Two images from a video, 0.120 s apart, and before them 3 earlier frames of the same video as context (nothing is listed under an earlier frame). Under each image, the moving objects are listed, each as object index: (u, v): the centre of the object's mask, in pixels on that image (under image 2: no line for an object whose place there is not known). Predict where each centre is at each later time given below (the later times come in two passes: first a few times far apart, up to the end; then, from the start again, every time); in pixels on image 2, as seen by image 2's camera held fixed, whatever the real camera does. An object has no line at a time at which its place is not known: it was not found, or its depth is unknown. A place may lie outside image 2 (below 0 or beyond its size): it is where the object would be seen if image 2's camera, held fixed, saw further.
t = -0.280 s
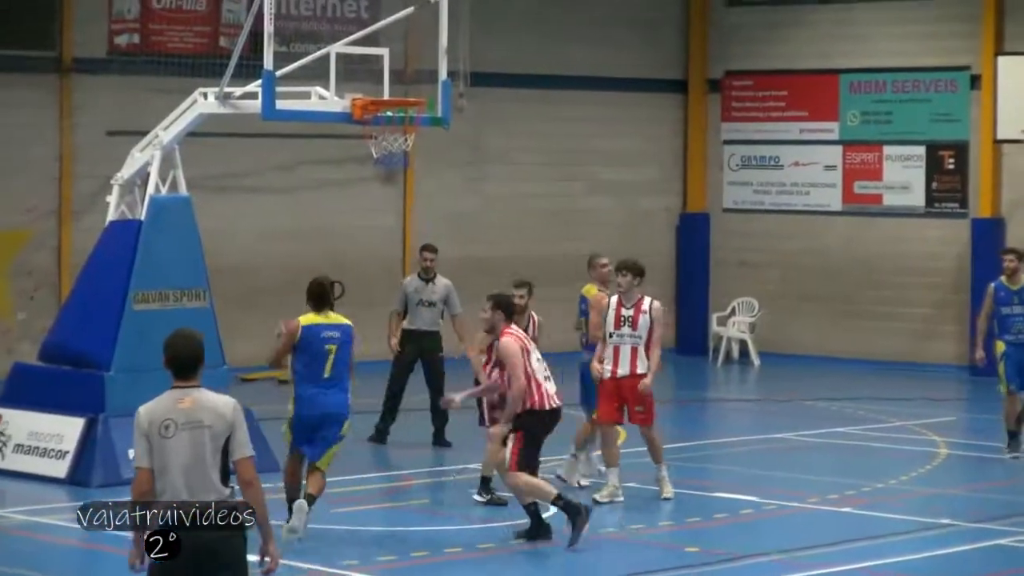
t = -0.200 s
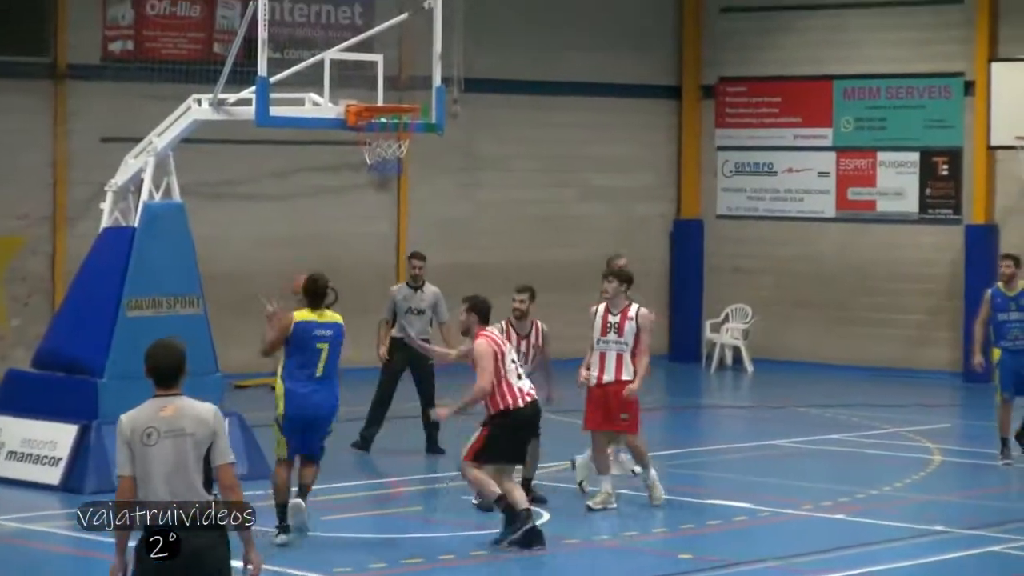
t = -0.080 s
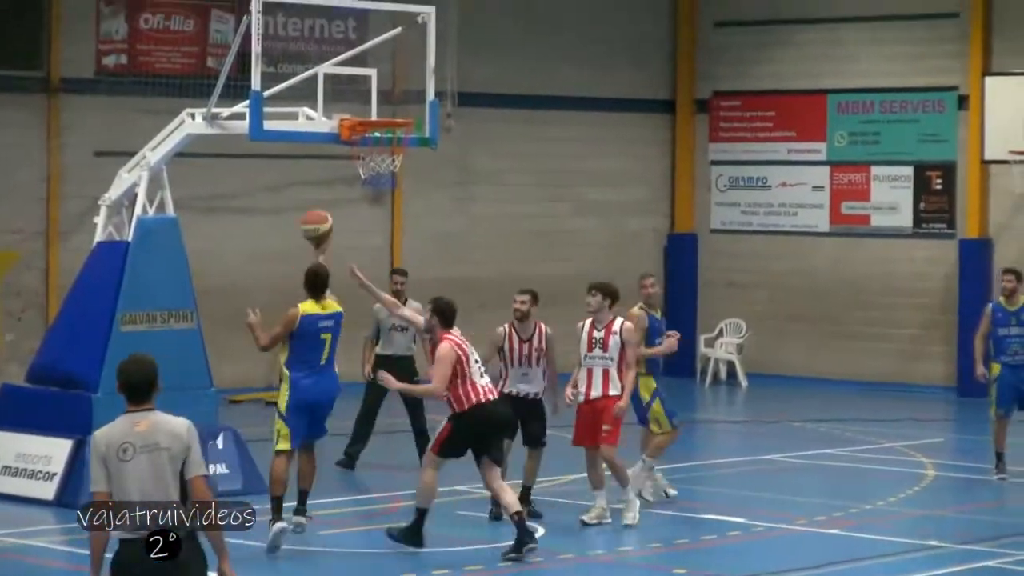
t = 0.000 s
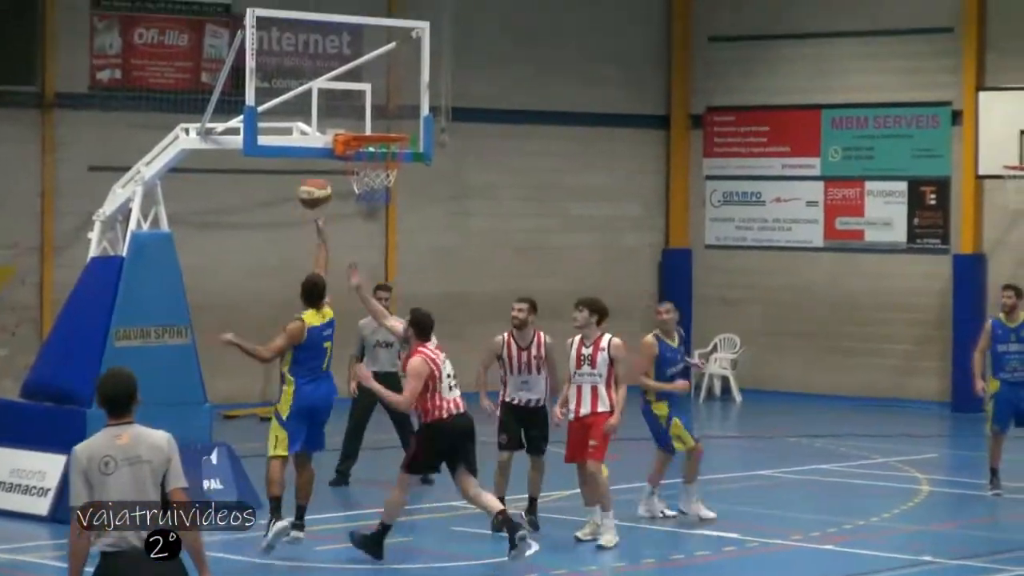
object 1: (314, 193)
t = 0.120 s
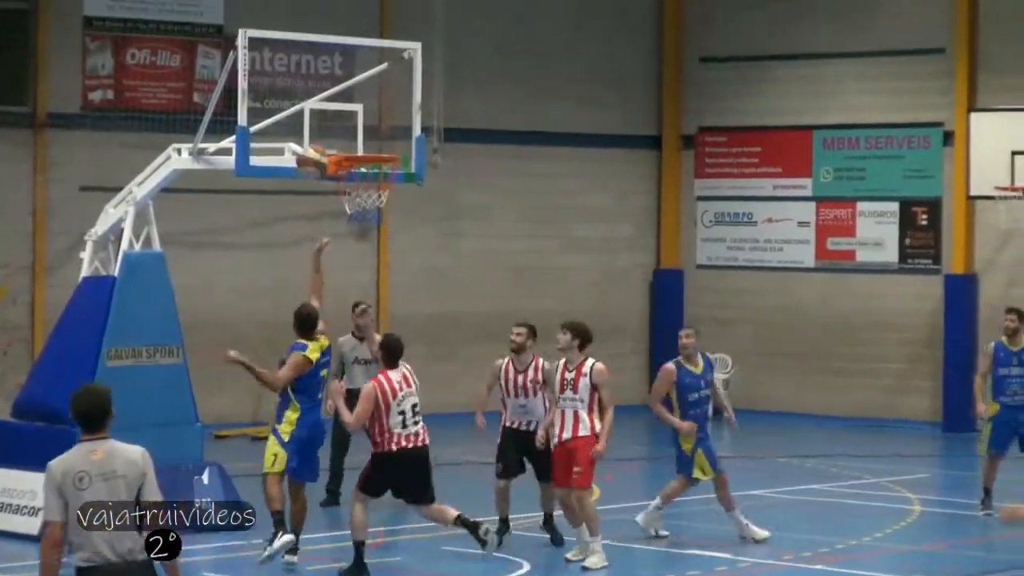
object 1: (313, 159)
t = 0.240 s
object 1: (318, 128)
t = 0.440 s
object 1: (340, 120)
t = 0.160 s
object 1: (314, 148)
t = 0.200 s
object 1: (317, 137)
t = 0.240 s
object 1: (318, 128)
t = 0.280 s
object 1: (320, 122)
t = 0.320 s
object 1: (321, 118)
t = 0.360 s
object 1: (327, 117)
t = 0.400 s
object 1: (334, 118)
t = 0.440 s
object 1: (340, 120)
